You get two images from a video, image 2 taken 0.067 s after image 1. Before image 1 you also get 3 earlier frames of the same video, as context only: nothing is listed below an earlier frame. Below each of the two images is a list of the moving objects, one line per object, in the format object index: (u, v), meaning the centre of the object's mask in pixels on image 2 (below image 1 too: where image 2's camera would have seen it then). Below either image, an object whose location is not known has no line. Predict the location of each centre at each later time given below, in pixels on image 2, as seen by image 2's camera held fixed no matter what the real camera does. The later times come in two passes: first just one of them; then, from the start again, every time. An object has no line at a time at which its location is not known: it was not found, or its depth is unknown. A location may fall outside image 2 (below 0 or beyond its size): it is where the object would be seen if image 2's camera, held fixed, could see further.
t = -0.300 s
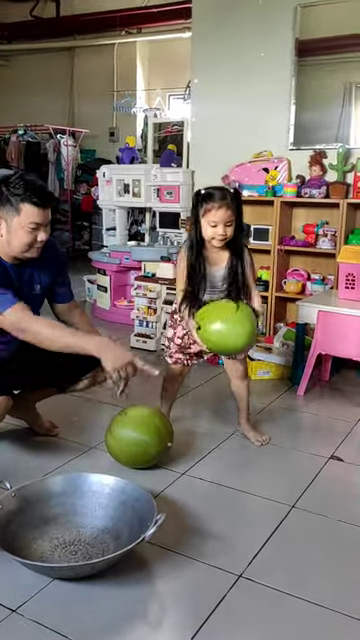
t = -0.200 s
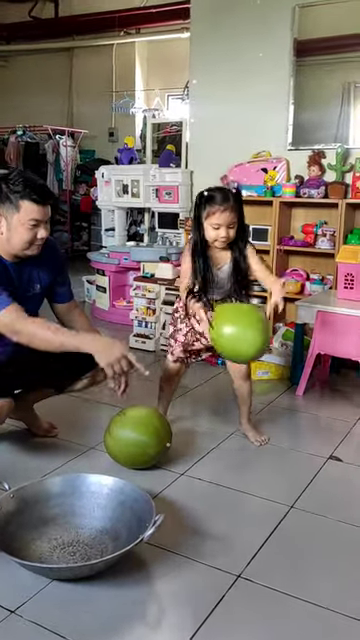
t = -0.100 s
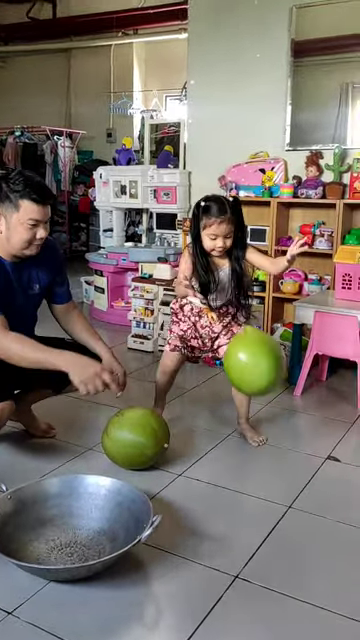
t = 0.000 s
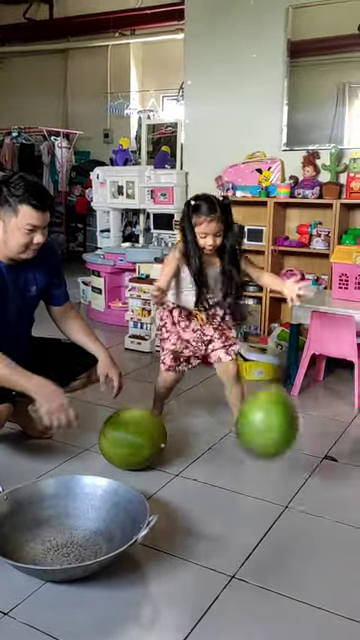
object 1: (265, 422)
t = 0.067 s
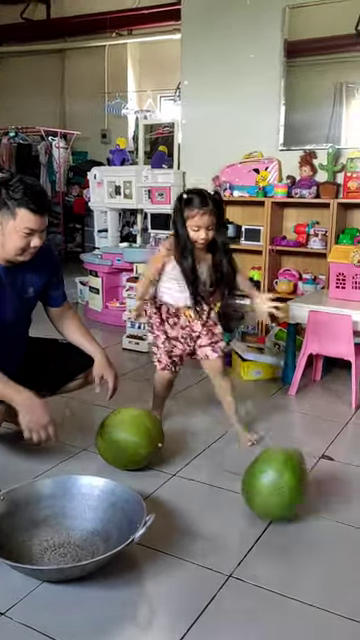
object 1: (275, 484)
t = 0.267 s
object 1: (324, 520)
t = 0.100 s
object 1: (283, 486)
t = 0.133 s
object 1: (291, 486)
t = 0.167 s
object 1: (299, 489)
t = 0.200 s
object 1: (307, 496)
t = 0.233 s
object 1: (316, 508)
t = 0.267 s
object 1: (324, 520)
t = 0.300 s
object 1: (331, 517)
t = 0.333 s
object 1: (337, 516)
